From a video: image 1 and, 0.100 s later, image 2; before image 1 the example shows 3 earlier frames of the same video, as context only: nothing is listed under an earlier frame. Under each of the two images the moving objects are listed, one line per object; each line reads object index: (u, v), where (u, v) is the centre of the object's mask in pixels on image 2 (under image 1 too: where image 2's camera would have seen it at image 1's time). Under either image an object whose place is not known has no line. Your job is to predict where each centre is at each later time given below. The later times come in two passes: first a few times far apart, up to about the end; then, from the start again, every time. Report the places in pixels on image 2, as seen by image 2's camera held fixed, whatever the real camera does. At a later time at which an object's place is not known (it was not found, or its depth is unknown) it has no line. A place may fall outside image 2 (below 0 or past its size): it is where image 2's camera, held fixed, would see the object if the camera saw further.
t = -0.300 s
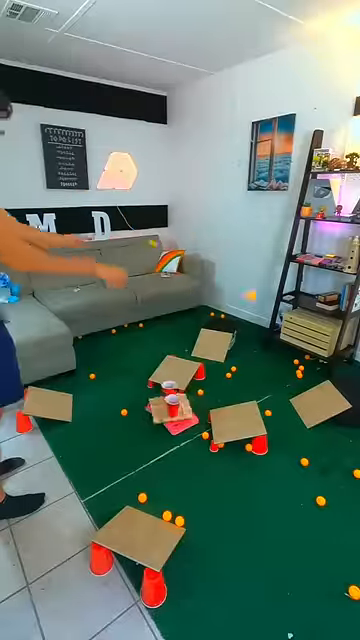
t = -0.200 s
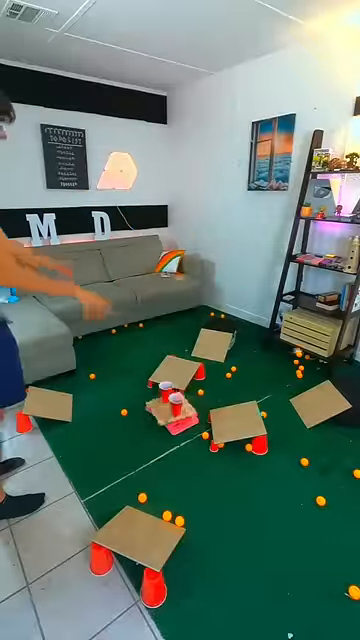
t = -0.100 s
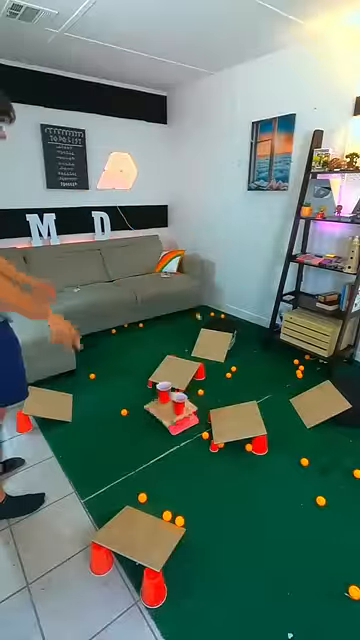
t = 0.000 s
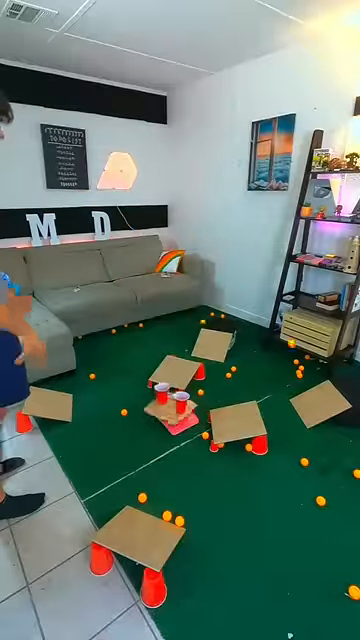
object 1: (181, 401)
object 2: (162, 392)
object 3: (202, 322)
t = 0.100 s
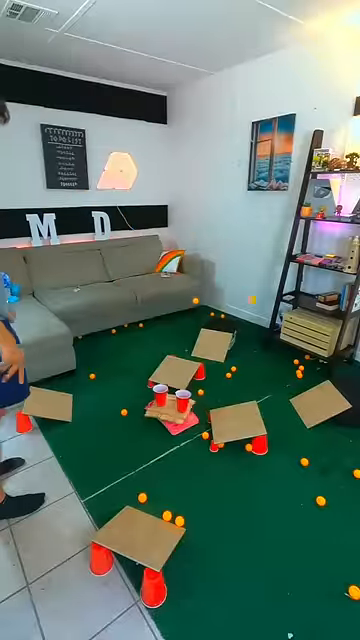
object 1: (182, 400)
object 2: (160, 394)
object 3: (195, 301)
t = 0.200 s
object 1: (183, 398)
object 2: (159, 395)
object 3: (187, 290)
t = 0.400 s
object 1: (183, 394)
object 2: (159, 398)
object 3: (163, 315)
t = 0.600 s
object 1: (180, 391)
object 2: (162, 402)
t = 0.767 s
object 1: (176, 389)
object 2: (166, 403)
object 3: (134, 464)
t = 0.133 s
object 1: (183, 399)
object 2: (160, 395)
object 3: (192, 296)
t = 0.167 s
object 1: (183, 398)
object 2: (160, 395)
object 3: (189, 292)
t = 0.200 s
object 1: (183, 398)
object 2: (159, 395)
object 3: (187, 290)
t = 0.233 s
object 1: (183, 397)
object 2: (159, 396)
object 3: (183, 289)
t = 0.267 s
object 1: (184, 397)
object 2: (159, 396)
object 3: (180, 290)
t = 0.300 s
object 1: (184, 396)
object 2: (159, 397)
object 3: (176, 293)
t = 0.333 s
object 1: (184, 396)
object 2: (159, 397)
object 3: (172, 298)
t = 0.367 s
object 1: (183, 395)
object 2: (159, 398)
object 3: (168, 306)
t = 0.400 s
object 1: (183, 394)
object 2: (159, 398)
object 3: (163, 315)
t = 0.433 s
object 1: (183, 394)
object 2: (159, 399)
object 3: (158, 328)
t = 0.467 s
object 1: (182, 393)
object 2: (160, 400)
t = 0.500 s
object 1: (182, 393)
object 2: (160, 400)
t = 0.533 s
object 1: (181, 392)
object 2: (161, 400)
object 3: (143, 383)
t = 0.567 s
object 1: (180, 392)
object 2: (161, 401)
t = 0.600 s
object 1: (180, 391)
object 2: (162, 402)
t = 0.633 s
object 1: (179, 391)
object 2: (163, 402)
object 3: (127, 465)
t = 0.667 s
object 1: (178, 391)
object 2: (164, 402)
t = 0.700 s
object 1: (177, 391)
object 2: (164, 402)
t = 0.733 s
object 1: (177, 390)
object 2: (165, 403)
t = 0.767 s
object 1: (176, 389)
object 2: (166, 403)
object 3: (134, 464)
